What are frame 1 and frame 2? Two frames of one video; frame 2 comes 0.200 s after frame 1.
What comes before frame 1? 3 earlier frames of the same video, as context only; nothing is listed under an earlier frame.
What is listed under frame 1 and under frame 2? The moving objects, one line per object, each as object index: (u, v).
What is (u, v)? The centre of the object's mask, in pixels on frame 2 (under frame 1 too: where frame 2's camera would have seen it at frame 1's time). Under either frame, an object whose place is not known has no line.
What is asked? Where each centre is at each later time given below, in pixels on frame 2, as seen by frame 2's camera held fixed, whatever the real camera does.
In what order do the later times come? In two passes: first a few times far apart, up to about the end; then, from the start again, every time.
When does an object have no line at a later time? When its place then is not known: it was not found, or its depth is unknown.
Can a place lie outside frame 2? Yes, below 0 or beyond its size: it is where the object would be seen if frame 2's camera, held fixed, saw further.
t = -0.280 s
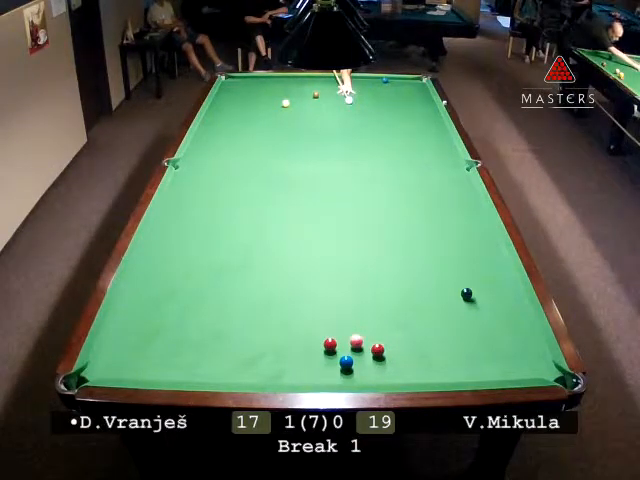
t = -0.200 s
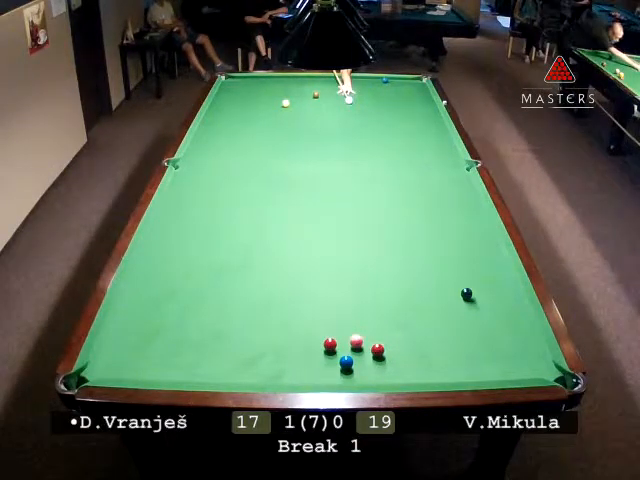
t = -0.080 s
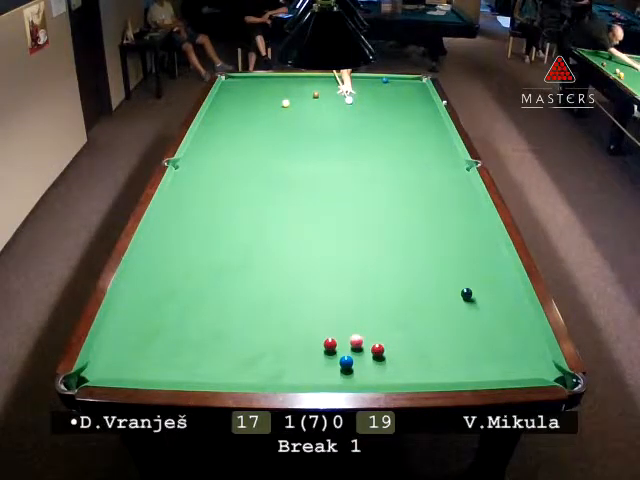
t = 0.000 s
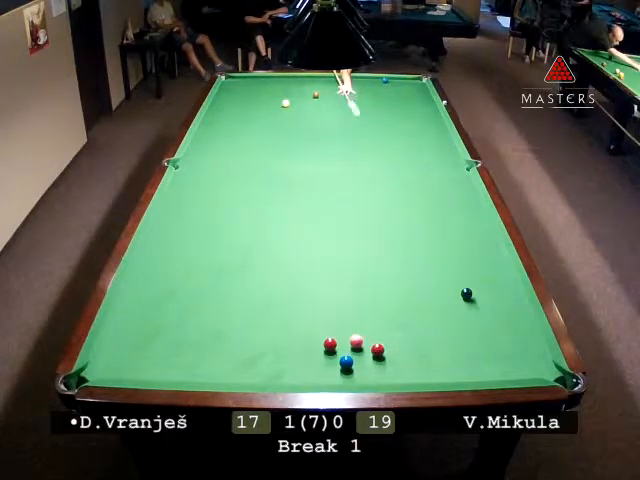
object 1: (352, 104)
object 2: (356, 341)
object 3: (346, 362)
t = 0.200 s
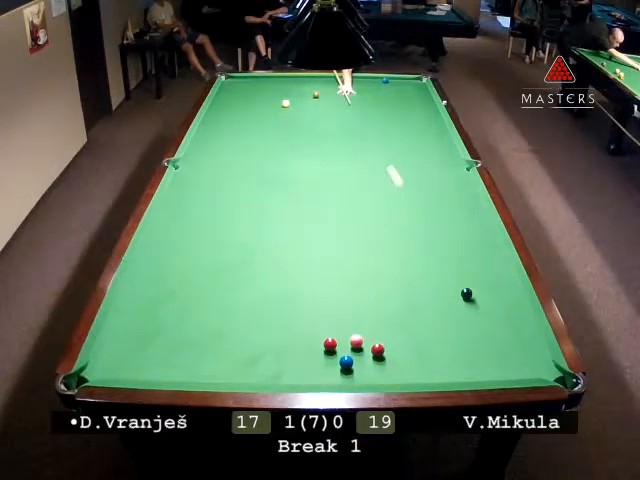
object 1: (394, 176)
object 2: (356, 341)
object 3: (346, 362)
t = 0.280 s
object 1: (416, 212)
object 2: (356, 341)
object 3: (346, 362)
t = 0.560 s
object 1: (426, 299)
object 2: (356, 341)
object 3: (346, 362)
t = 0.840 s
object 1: (377, 323)
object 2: (356, 341)
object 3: (346, 362)
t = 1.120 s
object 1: (336, 330)
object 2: (349, 353)
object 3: (344, 366)
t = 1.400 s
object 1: (300, 329)
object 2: (346, 356)
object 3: (338, 378)
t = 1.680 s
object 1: (267, 328)
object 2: (344, 357)
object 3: (334, 371)
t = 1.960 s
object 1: (236, 327)
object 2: (343, 357)
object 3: (330, 365)
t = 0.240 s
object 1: (405, 194)
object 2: (356, 341)
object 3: (346, 362)
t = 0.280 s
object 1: (416, 212)
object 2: (356, 341)
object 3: (346, 362)
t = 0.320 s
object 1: (428, 233)
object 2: (356, 341)
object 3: (346, 362)
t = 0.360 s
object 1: (441, 256)
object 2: (356, 341)
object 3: (346, 362)
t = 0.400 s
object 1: (455, 279)
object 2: (356, 341)
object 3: (346, 362)
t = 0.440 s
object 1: (450, 288)
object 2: (356, 341)
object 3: (346, 362)
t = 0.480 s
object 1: (442, 292)
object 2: (356, 341)
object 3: (346, 362)
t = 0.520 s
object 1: (434, 294)
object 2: (356, 341)
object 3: (346, 362)
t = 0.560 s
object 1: (426, 299)
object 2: (356, 341)
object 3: (346, 362)
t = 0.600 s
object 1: (420, 302)
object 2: (356, 341)
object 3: (346, 362)
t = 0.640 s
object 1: (413, 305)
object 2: (356, 341)
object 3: (346, 362)
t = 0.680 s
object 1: (406, 309)
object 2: (356, 341)
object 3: (346, 362)
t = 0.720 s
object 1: (399, 312)
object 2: (356, 341)
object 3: (346, 362)
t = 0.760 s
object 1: (392, 316)
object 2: (356, 341)
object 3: (346, 362)
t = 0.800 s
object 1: (384, 320)
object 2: (356, 341)
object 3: (346, 362)
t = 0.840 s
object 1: (377, 323)
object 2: (356, 341)
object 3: (346, 362)
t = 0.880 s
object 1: (370, 327)
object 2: (356, 341)
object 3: (346, 362)
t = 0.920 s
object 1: (363, 330)
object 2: (356, 341)
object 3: (346, 362)
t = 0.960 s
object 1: (357, 330)
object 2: (354, 345)
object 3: (346, 362)
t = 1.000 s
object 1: (352, 331)
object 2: (352, 348)
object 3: (346, 362)
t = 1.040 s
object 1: (346, 331)
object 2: (351, 350)
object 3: (346, 362)
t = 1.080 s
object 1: (341, 331)
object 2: (350, 351)
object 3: (345, 364)
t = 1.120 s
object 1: (336, 330)
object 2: (349, 353)
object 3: (344, 366)
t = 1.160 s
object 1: (331, 330)
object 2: (349, 353)
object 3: (343, 368)
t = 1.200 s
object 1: (326, 330)
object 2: (348, 354)
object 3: (342, 370)
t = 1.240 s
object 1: (320, 330)
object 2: (348, 354)
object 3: (341, 372)
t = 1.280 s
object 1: (315, 330)
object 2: (347, 354)
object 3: (341, 373)
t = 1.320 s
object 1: (310, 330)
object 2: (346, 356)
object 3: (340, 376)
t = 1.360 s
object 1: (305, 330)
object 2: (346, 356)
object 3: (339, 377)
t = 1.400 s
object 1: (300, 329)
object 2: (346, 356)
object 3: (338, 378)
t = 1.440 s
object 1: (295, 329)
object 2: (345, 356)
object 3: (337, 377)
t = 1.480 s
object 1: (290, 329)
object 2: (345, 356)
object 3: (337, 376)
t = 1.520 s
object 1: (285, 329)
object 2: (345, 356)
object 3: (336, 376)
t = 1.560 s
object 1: (281, 328)
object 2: (344, 357)
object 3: (335, 375)
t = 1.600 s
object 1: (276, 329)
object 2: (344, 357)
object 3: (335, 374)
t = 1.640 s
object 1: (271, 329)
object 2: (344, 357)
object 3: (334, 372)
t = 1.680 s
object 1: (267, 328)
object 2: (344, 357)
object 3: (334, 371)
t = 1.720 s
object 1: (262, 328)
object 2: (344, 357)
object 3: (333, 371)
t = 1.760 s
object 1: (258, 328)
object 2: (344, 357)
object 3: (332, 370)
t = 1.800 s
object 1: (253, 328)
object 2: (344, 357)
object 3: (332, 368)
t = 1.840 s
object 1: (249, 328)
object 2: (344, 357)
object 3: (331, 367)
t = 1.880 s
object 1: (244, 327)
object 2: (344, 357)
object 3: (330, 366)
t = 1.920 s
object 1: (240, 327)
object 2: (343, 357)
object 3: (330, 366)
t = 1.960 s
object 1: (236, 327)
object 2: (343, 357)
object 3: (330, 365)
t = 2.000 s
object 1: (232, 327)
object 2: (343, 357)
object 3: (329, 364)
